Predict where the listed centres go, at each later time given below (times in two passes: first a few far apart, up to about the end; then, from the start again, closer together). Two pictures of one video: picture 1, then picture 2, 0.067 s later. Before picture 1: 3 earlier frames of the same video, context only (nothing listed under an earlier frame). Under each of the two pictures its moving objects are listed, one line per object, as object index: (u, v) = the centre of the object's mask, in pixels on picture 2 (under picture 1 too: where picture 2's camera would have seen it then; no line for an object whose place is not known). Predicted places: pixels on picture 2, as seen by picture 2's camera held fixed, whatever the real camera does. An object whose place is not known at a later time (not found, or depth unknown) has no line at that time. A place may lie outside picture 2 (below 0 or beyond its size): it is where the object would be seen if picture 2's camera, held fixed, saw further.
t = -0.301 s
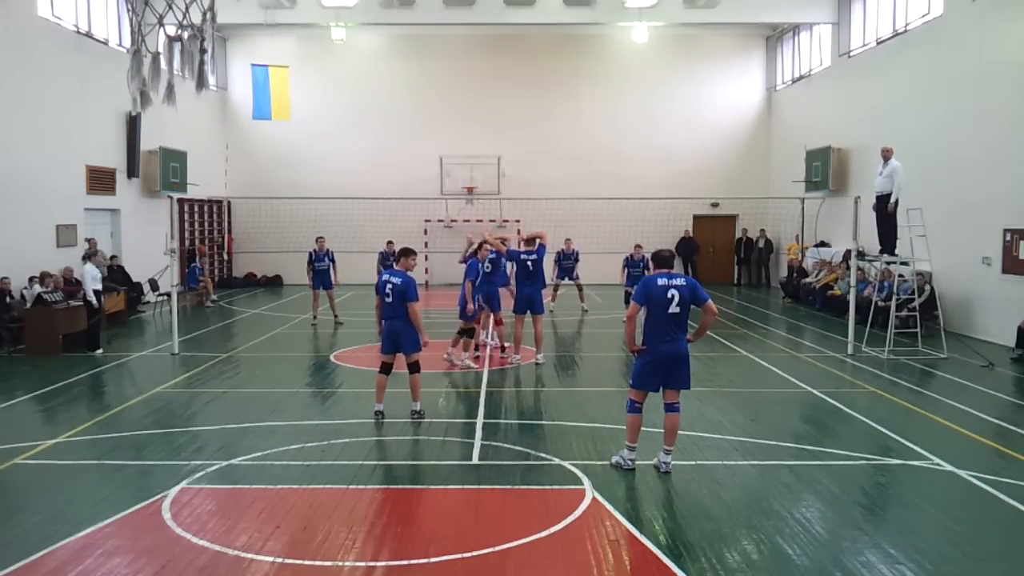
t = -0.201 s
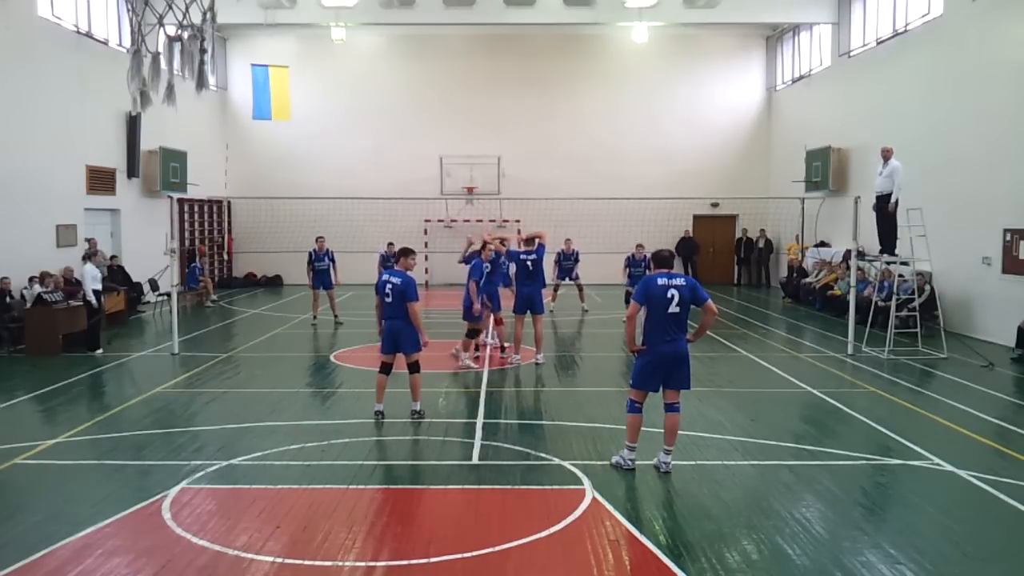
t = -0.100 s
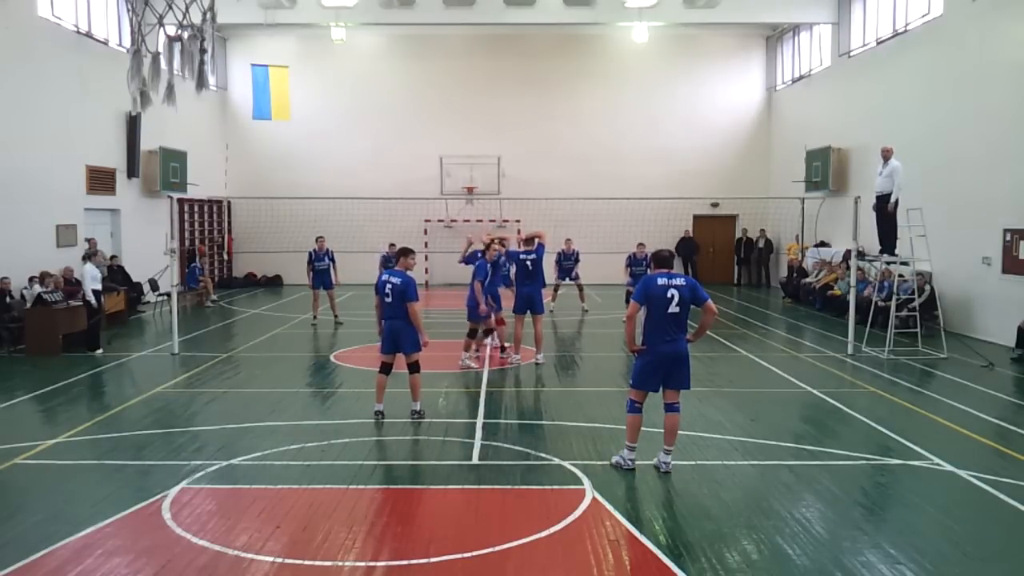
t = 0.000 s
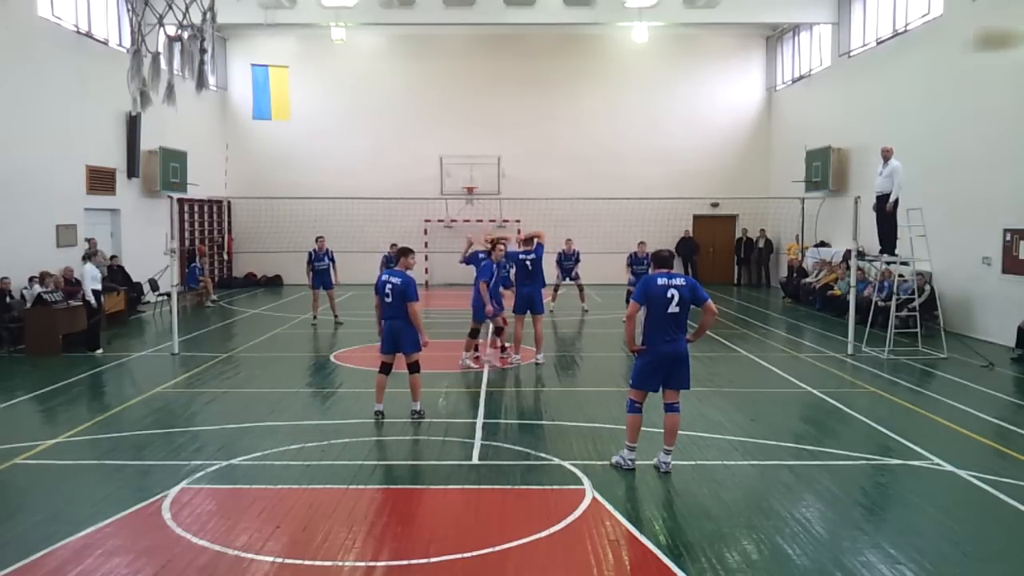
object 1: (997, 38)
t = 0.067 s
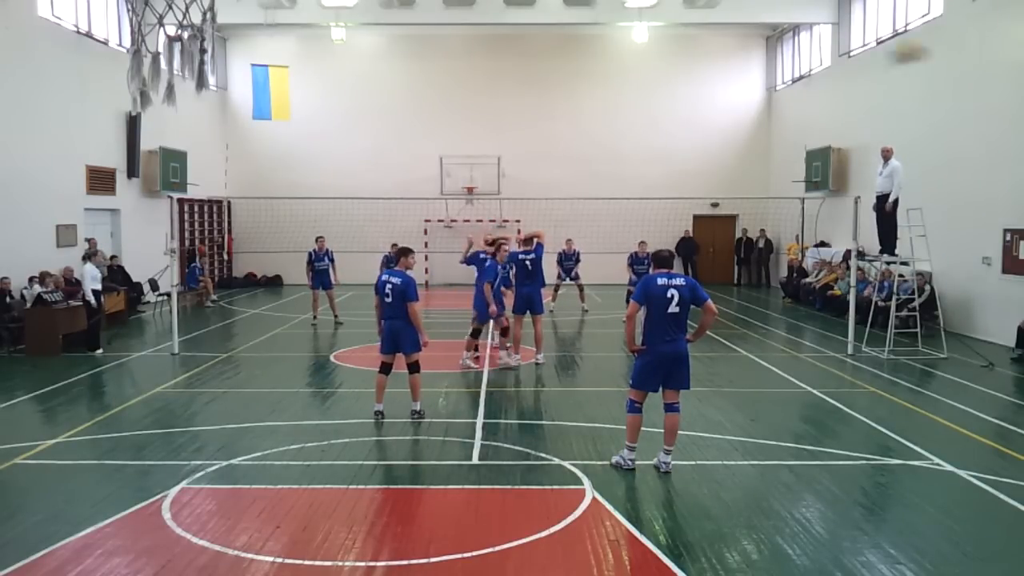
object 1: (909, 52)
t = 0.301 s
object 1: (733, 116)
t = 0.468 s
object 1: (665, 168)
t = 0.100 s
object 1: (874, 60)
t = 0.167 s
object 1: (817, 78)
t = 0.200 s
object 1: (795, 86)
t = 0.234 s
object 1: (771, 96)
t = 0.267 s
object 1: (751, 105)
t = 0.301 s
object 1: (733, 116)
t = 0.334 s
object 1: (717, 125)
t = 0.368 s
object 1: (702, 136)
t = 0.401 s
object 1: (689, 147)
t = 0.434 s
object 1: (678, 156)
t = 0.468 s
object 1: (665, 168)
